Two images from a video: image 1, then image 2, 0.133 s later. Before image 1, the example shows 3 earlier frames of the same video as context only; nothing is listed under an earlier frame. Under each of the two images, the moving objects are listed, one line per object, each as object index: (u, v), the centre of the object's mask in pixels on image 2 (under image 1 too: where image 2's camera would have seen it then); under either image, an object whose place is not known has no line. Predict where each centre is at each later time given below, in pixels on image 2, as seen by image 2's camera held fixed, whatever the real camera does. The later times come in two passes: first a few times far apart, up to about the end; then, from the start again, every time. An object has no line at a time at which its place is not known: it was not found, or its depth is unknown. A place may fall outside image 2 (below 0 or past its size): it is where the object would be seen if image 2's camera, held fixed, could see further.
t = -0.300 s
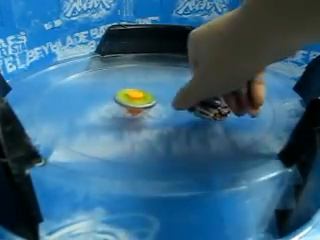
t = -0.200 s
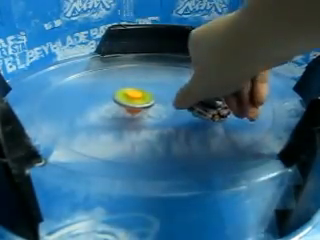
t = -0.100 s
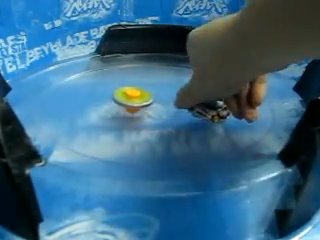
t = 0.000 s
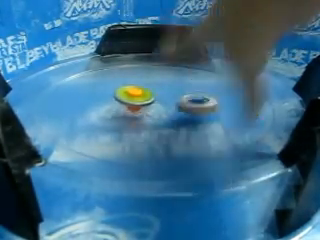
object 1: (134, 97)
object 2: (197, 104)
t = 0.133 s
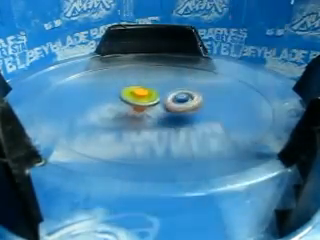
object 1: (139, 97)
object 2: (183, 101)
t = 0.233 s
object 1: (136, 94)
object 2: (180, 102)
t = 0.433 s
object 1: (127, 92)
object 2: (170, 106)
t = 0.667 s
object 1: (126, 93)
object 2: (165, 112)
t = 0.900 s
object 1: (134, 96)
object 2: (162, 117)
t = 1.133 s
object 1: (147, 92)
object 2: (160, 117)
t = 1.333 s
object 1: (146, 88)
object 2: (154, 116)
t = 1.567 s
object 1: (146, 86)
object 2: (142, 114)
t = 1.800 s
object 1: (147, 87)
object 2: (123, 113)
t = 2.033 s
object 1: (146, 91)
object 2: (112, 110)
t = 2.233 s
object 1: (150, 93)
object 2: (112, 107)
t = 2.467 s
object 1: (158, 94)
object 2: (116, 102)
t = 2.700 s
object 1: (162, 95)
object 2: (120, 96)
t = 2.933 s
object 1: (171, 98)
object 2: (121, 89)
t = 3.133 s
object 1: (170, 99)
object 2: (123, 86)
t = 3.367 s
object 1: (168, 100)
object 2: (128, 86)
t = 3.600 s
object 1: (165, 104)
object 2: (138, 88)
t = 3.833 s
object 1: (164, 108)
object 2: (153, 88)
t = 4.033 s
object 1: (160, 110)
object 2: (163, 86)
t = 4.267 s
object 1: (154, 109)
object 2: (169, 86)
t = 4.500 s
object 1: (145, 108)
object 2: (170, 90)
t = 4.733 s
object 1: (127, 107)
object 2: (176, 94)
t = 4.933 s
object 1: (121, 104)
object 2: (184, 99)
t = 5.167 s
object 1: (124, 101)
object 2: (186, 104)
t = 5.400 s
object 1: (128, 97)
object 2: (179, 109)
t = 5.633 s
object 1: (134, 93)
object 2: (163, 112)
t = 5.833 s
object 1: (139, 89)
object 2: (147, 113)
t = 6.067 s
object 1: (147, 89)
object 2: (130, 110)
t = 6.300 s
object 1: (154, 91)
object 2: (120, 107)
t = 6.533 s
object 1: (162, 93)
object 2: (117, 103)
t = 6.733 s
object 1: (167, 95)
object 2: (122, 100)
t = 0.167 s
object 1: (139, 96)
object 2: (182, 101)
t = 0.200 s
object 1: (137, 95)
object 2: (182, 101)
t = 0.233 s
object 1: (136, 94)
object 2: (180, 102)
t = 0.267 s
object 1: (136, 93)
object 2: (178, 102)
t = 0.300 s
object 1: (136, 93)
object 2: (176, 103)
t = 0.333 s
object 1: (133, 93)
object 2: (176, 104)
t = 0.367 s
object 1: (131, 93)
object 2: (174, 105)
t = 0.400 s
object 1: (129, 92)
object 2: (172, 105)
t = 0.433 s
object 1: (127, 92)
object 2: (170, 106)
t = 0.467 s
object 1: (127, 93)
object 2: (168, 106)
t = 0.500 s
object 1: (127, 94)
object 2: (166, 107)
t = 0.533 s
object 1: (127, 94)
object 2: (165, 108)
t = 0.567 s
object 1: (126, 93)
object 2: (166, 109)
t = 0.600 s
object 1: (125, 93)
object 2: (166, 110)
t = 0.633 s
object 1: (125, 93)
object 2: (165, 111)
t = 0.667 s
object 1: (126, 93)
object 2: (165, 112)
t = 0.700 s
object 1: (127, 94)
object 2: (164, 113)
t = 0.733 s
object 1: (128, 94)
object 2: (164, 114)
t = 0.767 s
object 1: (129, 95)
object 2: (164, 115)
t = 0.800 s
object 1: (131, 95)
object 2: (163, 115)
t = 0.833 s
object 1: (132, 95)
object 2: (163, 116)
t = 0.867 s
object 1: (133, 96)
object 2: (162, 116)
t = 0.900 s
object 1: (134, 96)
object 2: (162, 117)
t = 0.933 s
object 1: (135, 96)
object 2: (163, 117)
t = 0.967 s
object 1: (137, 97)
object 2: (162, 117)
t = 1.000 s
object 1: (139, 96)
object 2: (162, 117)
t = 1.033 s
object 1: (141, 96)
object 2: (162, 117)
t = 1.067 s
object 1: (143, 94)
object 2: (161, 117)
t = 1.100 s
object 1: (145, 93)
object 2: (161, 117)
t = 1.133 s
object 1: (147, 92)
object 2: (160, 117)
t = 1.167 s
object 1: (148, 91)
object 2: (159, 117)
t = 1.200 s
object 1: (149, 91)
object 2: (159, 116)
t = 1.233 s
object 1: (149, 90)
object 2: (158, 116)
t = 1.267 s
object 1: (148, 89)
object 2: (157, 115)
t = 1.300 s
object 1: (148, 88)
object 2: (155, 115)
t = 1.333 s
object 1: (146, 88)
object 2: (154, 116)
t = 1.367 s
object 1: (145, 88)
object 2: (152, 115)
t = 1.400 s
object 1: (145, 89)
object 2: (151, 114)
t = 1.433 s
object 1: (144, 89)
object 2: (149, 114)
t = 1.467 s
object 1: (144, 89)
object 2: (148, 113)
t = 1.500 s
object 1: (144, 89)
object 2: (145, 113)
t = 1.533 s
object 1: (144, 88)
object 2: (144, 113)
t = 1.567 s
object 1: (146, 86)
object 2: (142, 114)
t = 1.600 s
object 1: (147, 84)
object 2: (140, 115)
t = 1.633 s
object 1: (148, 84)
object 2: (136, 115)
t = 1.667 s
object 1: (148, 84)
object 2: (133, 115)
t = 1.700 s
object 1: (148, 85)
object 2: (130, 114)
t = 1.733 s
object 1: (148, 85)
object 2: (127, 114)
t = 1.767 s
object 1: (148, 86)
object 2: (125, 113)
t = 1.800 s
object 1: (147, 87)
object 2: (123, 113)
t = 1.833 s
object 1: (147, 88)
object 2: (120, 113)
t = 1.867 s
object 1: (147, 89)
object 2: (119, 112)
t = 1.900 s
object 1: (146, 89)
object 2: (117, 112)
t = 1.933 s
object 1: (146, 90)
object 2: (115, 111)
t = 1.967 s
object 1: (146, 90)
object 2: (114, 110)
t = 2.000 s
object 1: (146, 91)
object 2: (113, 110)
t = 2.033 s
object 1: (146, 91)
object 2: (112, 110)
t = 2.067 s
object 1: (147, 91)
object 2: (112, 109)
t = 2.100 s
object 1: (147, 92)
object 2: (111, 108)
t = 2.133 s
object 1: (147, 92)
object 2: (111, 108)
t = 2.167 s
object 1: (148, 92)
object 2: (111, 108)
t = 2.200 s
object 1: (149, 92)
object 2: (112, 107)
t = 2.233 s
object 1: (150, 93)
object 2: (112, 107)
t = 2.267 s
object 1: (151, 93)
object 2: (112, 106)
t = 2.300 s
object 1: (152, 93)
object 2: (113, 106)
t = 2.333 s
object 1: (153, 93)
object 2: (114, 105)
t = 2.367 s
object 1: (154, 93)
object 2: (114, 104)
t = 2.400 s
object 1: (154, 93)
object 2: (115, 103)
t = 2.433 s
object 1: (155, 94)
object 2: (117, 103)
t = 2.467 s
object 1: (158, 94)
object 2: (116, 102)
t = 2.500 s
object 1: (160, 94)
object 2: (116, 101)
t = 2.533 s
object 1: (161, 94)
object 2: (117, 101)
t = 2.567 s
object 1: (162, 95)
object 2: (117, 99)
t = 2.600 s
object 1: (162, 95)
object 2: (118, 98)
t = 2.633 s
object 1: (162, 95)
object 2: (119, 97)
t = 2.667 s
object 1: (162, 95)
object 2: (119, 96)
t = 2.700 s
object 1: (162, 95)
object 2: (120, 96)
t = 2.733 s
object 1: (162, 95)
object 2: (120, 95)
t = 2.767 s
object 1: (162, 95)
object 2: (122, 94)
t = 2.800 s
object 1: (162, 95)
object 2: (122, 93)
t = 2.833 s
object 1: (165, 96)
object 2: (122, 92)
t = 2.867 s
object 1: (168, 97)
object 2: (121, 91)
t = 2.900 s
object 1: (170, 98)
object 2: (121, 90)
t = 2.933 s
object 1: (171, 98)
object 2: (121, 89)
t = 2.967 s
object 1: (171, 98)
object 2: (121, 88)
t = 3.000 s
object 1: (171, 98)
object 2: (121, 88)
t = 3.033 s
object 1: (170, 99)
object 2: (122, 87)
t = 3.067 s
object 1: (170, 99)
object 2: (122, 86)
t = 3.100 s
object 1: (170, 99)
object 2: (122, 86)
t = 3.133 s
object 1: (170, 99)
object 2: (123, 86)
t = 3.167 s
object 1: (170, 99)
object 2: (123, 86)
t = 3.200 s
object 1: (169, 99)
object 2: (123, 85)
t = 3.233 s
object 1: (169, 99)
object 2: (124, 85)
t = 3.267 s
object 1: (169, 99)
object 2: (125, 85)
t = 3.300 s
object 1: (168, 100)
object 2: (126, 85)
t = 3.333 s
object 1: (168, 100)
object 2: (127, 86)
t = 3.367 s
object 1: (168, 100)
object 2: (128, 86)
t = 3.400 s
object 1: (167, 100)
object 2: (130, 87)
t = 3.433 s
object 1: (167, 101)
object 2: (132, 87)
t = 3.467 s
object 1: (166, 101)
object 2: (133, 88)
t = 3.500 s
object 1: (166, 101)
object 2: (135, 88)
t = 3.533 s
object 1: (165, 102)
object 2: (136, 88)
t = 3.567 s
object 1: (164, 103)
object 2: (137, 88)
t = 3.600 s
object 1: (165, 104)
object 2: (138, 88)
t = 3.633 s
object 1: (166, 105)
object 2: (140, 89)
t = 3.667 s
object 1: (166, 105)
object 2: (142, 89)
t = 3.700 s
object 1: (166, 105)
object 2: (144, 89)
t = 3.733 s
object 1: (166, 105)
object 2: (146, 89)
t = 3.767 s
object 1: (165, 105)
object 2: (149, 89)
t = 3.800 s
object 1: (165, 105)
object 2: (150, 89)
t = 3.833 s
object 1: (164, 108)
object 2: (153, 88)
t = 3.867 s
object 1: (163, 109)
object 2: (154, 88)
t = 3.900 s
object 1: (162, 110)
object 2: (157, 88)
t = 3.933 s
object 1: (161, 110)
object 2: (158, 87)
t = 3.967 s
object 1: (161, 110)
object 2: (160, 87)
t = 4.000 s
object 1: (160, 110)
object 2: (161, 86)
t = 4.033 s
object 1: (160, 110)
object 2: (163, 86)
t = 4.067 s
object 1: (159, 110)
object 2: (165, 86)
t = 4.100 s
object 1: (159, 110)
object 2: (166, 86)
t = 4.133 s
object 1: (158, 110)
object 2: (167, 85)
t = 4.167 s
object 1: (157, 109)
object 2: (168, 85)
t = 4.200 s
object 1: (156, 109)
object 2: (168, 86)
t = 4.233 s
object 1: (155, 109)
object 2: (169, 86)
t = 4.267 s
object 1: (154, 109)
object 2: (169, 86)
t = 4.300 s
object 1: (153, 109)
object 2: (170, 86)
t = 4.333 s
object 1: (152, 109)
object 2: (170, 87)
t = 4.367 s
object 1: (151, 109)
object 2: (170, 87)
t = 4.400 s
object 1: (149, 109)
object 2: (170, 88)
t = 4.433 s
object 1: (148, 108)
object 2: (170, 89)
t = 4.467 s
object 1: (147, 108)
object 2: (170, 89)
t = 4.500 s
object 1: (145, 108)
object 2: (170, 90)
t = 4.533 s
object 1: (144, 108)
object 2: (170, 91)
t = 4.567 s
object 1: (143, 108)
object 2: (170, 92)
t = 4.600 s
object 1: (142, 107)
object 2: (170, 93)
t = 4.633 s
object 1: (141, 107)
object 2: (169, 94)
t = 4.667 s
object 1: (140, 106)
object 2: (169, 95)
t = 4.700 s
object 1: (135, 106)
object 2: (171, 96)
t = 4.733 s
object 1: (127, 107)
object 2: (176, 94)
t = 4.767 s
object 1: (124, 106)
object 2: (177, 95)
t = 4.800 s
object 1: (122, 106)
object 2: (179, 96)
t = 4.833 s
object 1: (121, 105)
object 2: (180, 97)
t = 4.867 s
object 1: (121, 105)
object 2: (181, 97)
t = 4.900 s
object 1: (121, 105)
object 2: (183, 98)
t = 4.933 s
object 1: (121, 104)
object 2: (184, 99)
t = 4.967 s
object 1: (122, 104)
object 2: (184, 99)
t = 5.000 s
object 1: (122, 104)
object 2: (185, 100)
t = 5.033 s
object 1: (122, 104)
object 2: (185, 101)
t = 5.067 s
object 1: (122, 103)
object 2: (186, 102)
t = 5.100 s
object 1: (123, 103)
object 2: (186, 102)
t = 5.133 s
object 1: (123, 102)
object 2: (186, 103)
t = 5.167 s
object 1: (124, 101)
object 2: (186, 104)
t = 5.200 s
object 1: (124, 101)
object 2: (185, 104)
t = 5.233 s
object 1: (125, 100)
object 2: (184, 105)
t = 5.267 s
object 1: (125, 99)
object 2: (184, 106)
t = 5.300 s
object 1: (126, 99)
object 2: (183, 107)
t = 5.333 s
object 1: (127, 98)
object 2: (181, 107)
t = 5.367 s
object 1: (128, 98)
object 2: (180, 108)
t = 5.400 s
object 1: (128, 97)
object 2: (179, 109)
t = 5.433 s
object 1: (130, 97)
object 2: (177, 109)
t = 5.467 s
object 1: (130, 96)
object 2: (175, 110)
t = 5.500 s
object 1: (131, 95)
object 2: (173, 110)
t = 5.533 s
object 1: (132, 94)
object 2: (170, 111)
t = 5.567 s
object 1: (132, 94)
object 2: (168, 111)
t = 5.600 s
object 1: (133, 93)
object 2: (166, 111)
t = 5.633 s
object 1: (134, 93)
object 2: (163, 112)
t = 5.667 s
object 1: (135, 92)
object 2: (161, 112)
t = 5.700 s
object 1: (135, 92)
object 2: (158, 112)
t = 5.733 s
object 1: (136, 91)
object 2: (154, 113)
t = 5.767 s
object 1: (137, 90)
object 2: (152, 113)
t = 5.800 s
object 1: (138, 90)
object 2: (150, 113)
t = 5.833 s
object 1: (139, 89)
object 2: (147, 113)
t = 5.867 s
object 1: (140, 89)
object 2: (144, 113)
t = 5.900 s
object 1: (141, 89)
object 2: (142, 112)
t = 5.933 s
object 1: (142, 89)
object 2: (140, 112)
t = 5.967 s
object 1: (143, 89)
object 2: (137, 112)
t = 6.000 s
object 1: (145, 89)
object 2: (134, 111)
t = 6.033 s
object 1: (146, 89)
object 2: (132, 111)
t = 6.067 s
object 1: (147, 89)
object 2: (130, 110)
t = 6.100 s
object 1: (148, 89)
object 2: (128, 110)
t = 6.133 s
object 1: (149, 89)
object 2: (126, 109)
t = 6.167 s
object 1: (150, 89)
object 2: (125, 109)
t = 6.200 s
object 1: (151, 90)
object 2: (123, 108)
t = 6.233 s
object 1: (152, 90)
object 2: (122, 108)
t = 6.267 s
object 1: (153, 90)
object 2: (121, 108)
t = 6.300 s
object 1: (154, 91)
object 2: (120, 107)
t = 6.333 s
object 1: (155, 91)
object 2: (119, 107)
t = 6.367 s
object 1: (157, 91)
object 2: (118, 106)
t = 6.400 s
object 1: (158, 91)
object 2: (117, 105)
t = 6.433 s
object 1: (159, 92)
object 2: (117, 105)
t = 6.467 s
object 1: (160, 92)
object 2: (117, 105)
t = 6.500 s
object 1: (161, 92)
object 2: (117, 104)
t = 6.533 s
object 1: (162, 93)
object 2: (117, 103)
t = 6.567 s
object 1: (163, 93)
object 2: (118, 103)
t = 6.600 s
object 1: (164, 93)
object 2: (118, 102)
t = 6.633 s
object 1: (165, 94)
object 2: (119, 102)
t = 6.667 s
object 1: (166, 94)
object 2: (120, 101)
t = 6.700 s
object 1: (167, 95)
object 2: (121, 101)
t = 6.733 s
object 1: (167, 95)
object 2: (122, 100)
